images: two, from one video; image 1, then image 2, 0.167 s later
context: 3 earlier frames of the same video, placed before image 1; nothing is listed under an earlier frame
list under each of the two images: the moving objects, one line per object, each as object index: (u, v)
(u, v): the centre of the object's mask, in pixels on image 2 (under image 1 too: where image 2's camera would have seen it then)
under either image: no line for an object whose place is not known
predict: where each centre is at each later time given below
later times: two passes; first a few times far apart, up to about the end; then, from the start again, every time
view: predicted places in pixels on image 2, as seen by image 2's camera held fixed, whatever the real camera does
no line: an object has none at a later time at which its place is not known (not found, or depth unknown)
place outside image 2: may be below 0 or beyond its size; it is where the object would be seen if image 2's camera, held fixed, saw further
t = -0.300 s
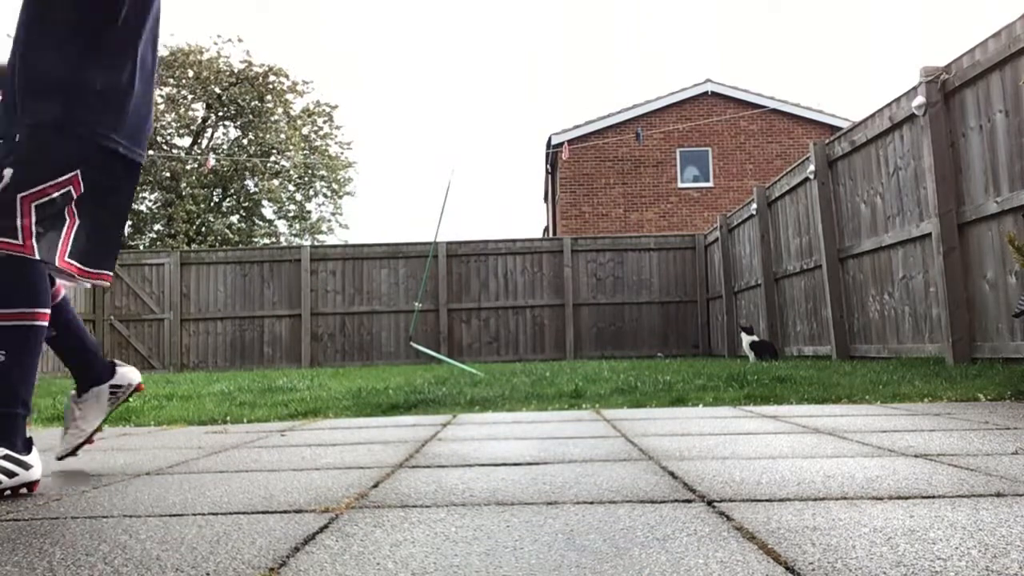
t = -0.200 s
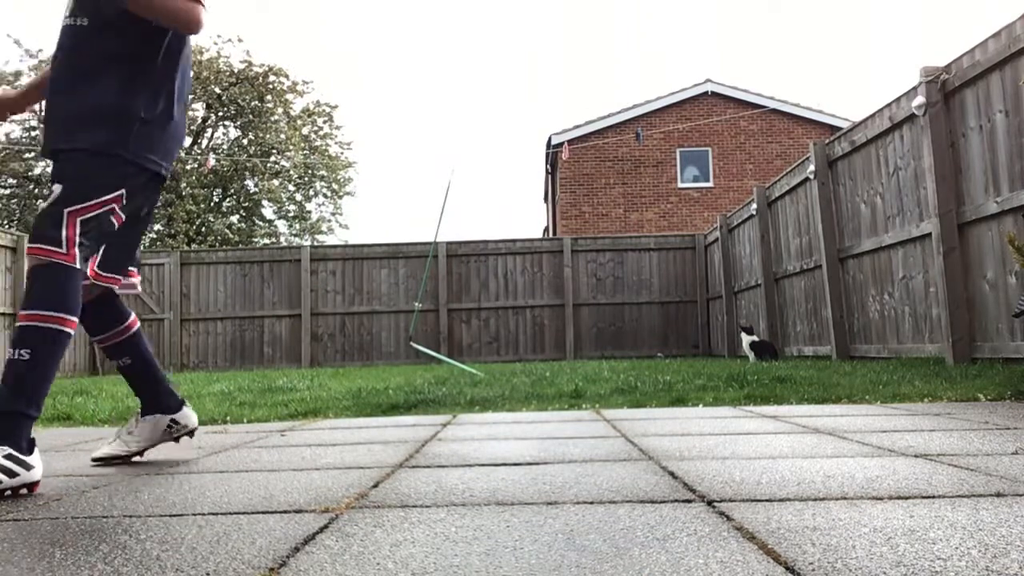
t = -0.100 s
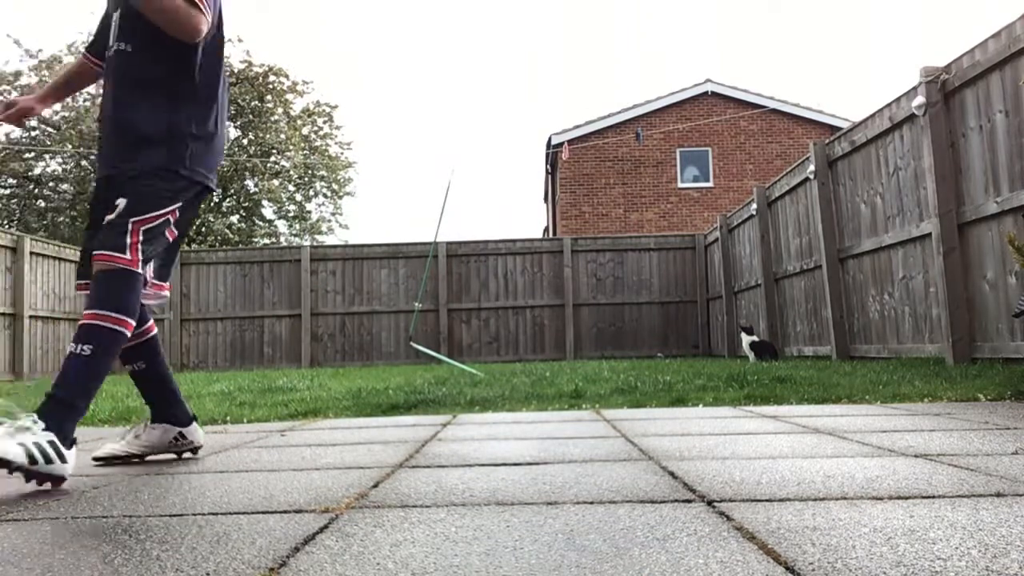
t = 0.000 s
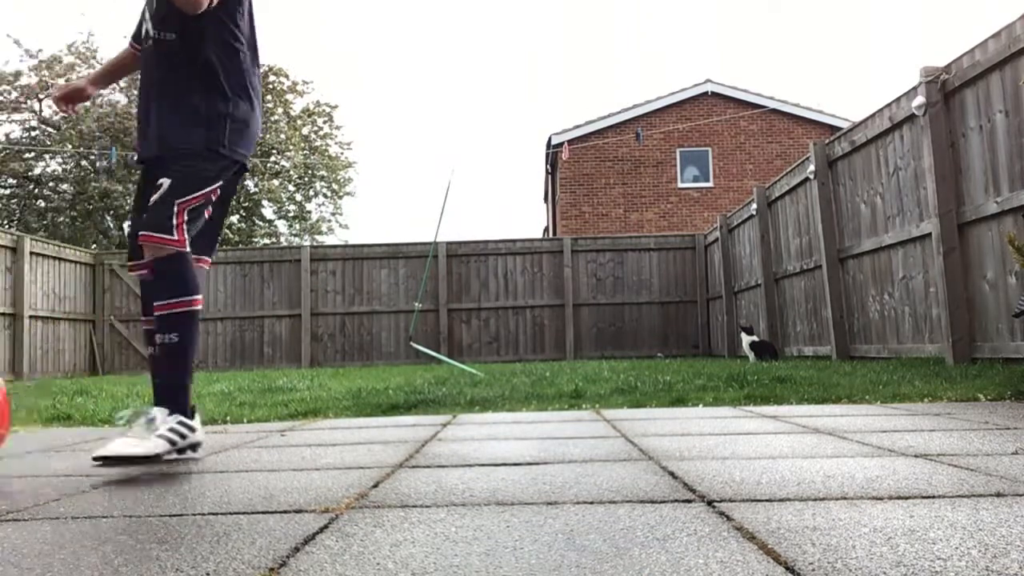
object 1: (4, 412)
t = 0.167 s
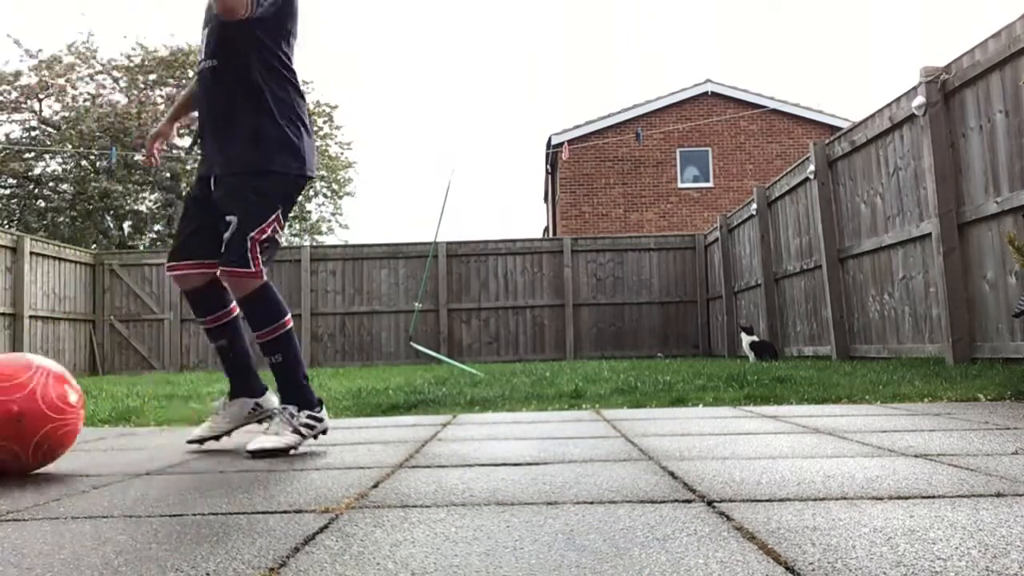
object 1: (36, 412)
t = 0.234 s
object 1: (50, 411)
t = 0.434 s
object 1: (116, 407)
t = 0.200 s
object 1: (43, 412)
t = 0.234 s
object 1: (50, 411)
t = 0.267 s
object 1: (58, 411)
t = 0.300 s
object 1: (69, 410)
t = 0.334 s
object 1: (81, 409)
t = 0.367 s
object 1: (93, 409)
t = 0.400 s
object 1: (105, 408)
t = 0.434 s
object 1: (116, 407)
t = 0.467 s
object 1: (127, 406)
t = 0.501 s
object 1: (138, 405)
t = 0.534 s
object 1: (148, 404)
